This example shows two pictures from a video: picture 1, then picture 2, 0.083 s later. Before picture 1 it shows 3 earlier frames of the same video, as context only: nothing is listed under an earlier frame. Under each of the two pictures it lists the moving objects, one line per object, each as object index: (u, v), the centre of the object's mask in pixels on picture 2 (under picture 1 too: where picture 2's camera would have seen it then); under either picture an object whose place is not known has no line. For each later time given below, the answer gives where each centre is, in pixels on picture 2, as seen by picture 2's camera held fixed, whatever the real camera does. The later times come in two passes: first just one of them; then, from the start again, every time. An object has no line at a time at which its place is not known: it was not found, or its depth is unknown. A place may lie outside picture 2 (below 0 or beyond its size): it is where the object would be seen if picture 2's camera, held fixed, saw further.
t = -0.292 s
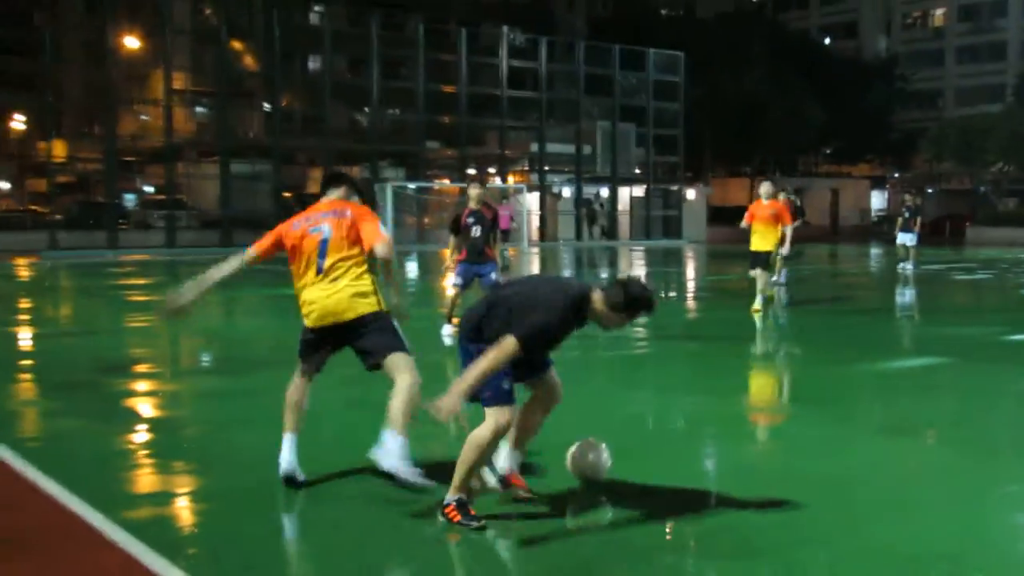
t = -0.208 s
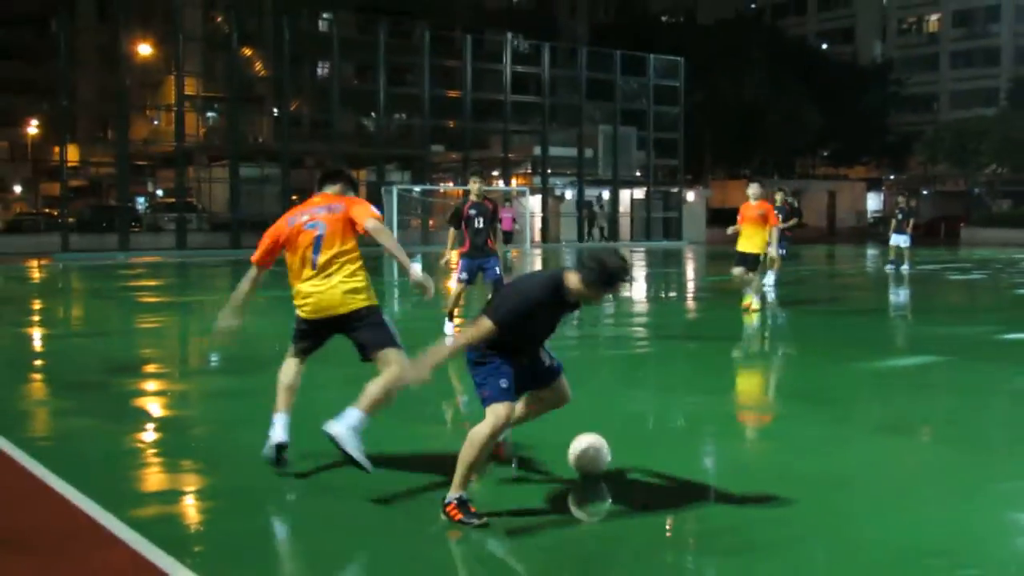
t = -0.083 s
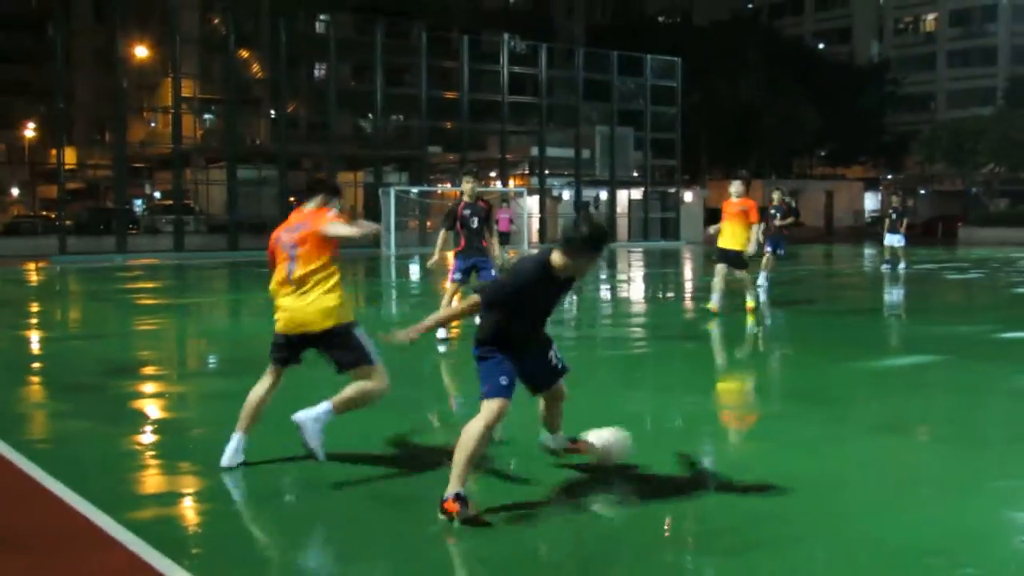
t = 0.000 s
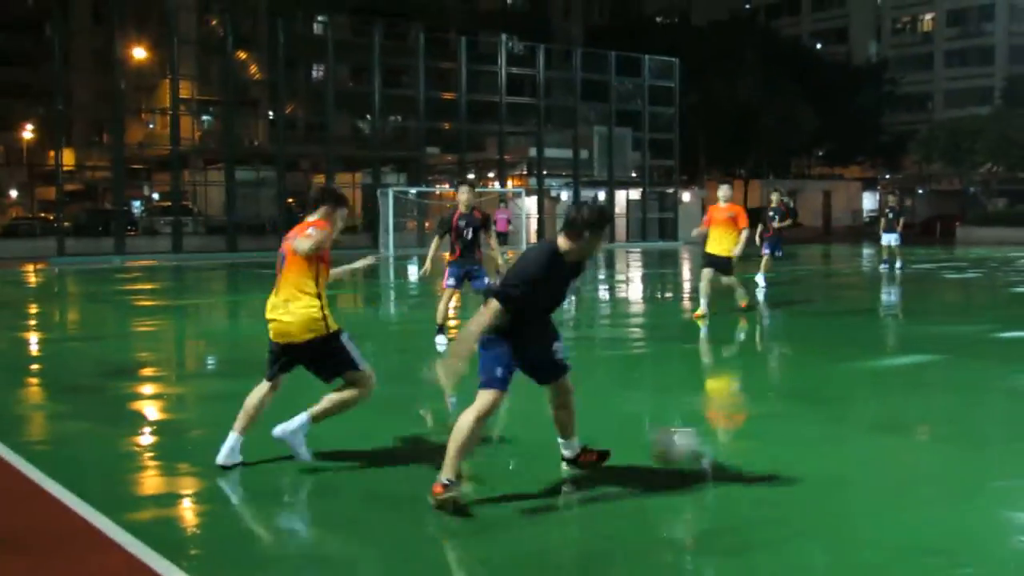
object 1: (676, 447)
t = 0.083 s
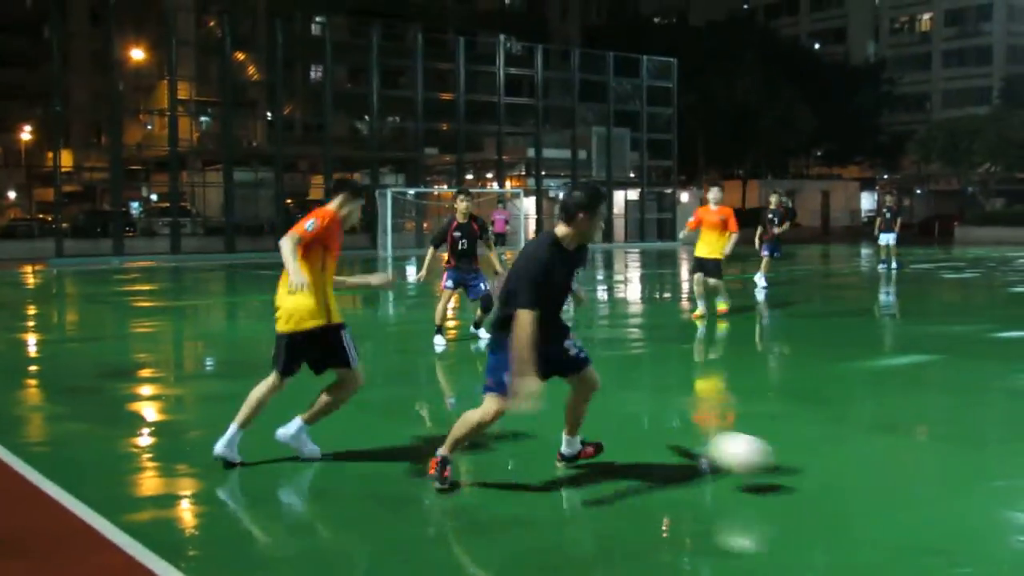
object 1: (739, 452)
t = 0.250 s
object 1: (887, 476)
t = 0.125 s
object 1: (777, 464)
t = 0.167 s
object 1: (817, 478)
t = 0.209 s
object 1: (854, 477)
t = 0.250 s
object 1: (887, 476)
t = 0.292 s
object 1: (923, 478)
